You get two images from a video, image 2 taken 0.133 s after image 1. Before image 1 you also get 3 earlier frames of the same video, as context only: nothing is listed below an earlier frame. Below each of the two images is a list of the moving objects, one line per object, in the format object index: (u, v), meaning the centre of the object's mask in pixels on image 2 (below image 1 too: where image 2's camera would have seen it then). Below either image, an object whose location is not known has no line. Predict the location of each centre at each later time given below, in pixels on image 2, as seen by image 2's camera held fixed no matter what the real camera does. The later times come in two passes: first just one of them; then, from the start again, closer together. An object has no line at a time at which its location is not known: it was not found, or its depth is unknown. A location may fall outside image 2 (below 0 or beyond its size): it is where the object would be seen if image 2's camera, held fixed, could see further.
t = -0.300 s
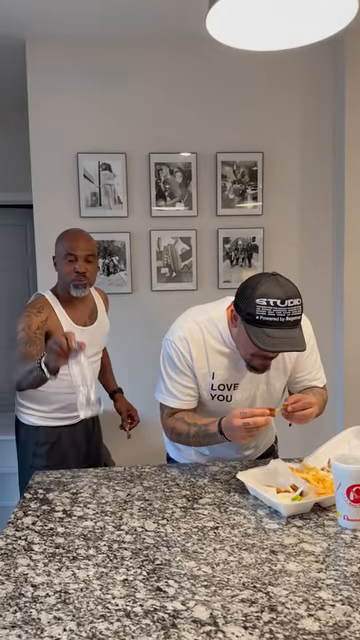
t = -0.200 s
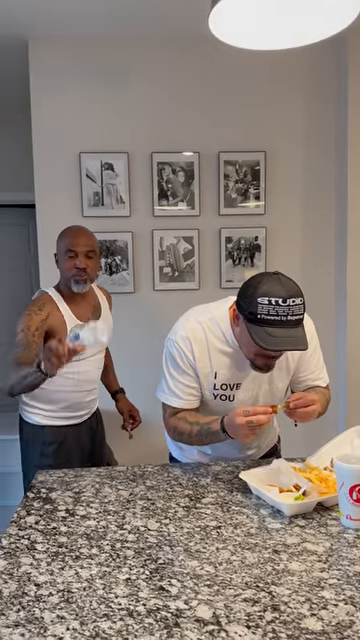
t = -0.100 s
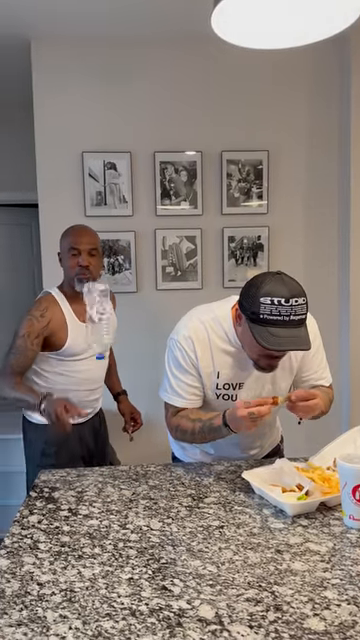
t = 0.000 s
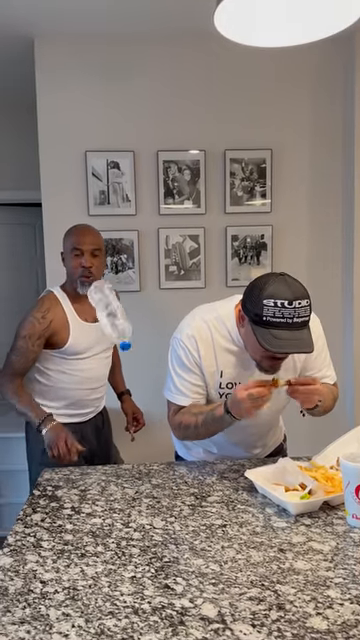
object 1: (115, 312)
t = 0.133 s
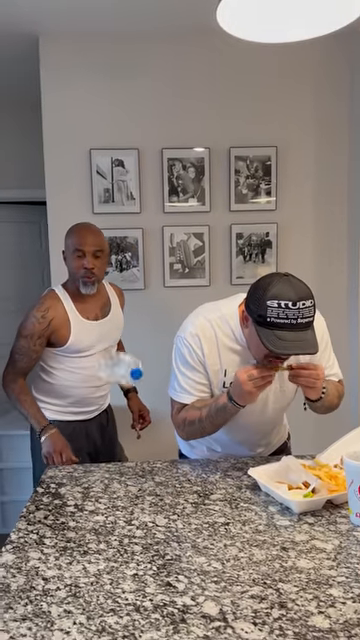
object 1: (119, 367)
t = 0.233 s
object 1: (124, 467)
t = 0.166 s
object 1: (121, 395)
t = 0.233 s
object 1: (124, 467)
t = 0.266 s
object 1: (127, 510)
